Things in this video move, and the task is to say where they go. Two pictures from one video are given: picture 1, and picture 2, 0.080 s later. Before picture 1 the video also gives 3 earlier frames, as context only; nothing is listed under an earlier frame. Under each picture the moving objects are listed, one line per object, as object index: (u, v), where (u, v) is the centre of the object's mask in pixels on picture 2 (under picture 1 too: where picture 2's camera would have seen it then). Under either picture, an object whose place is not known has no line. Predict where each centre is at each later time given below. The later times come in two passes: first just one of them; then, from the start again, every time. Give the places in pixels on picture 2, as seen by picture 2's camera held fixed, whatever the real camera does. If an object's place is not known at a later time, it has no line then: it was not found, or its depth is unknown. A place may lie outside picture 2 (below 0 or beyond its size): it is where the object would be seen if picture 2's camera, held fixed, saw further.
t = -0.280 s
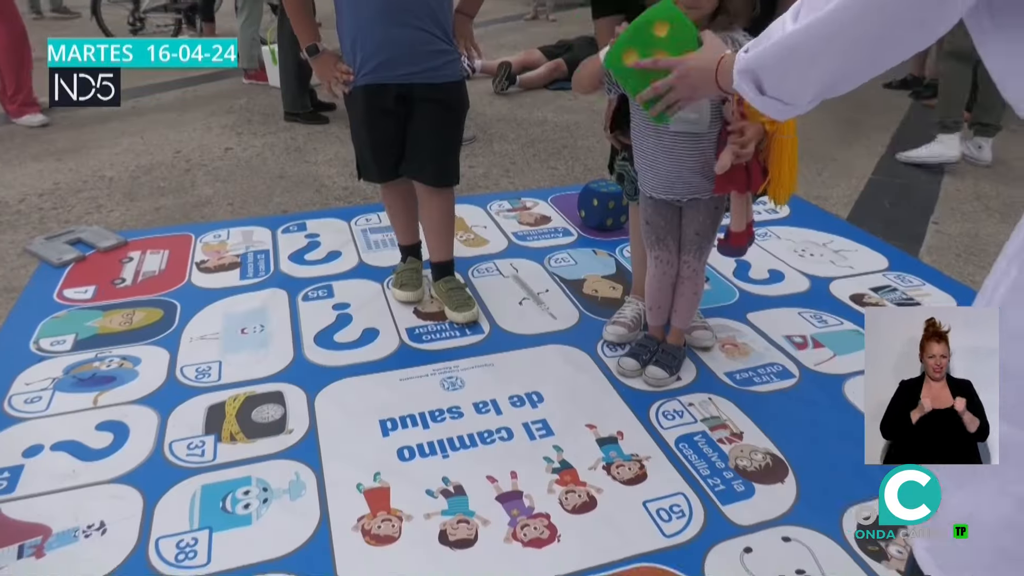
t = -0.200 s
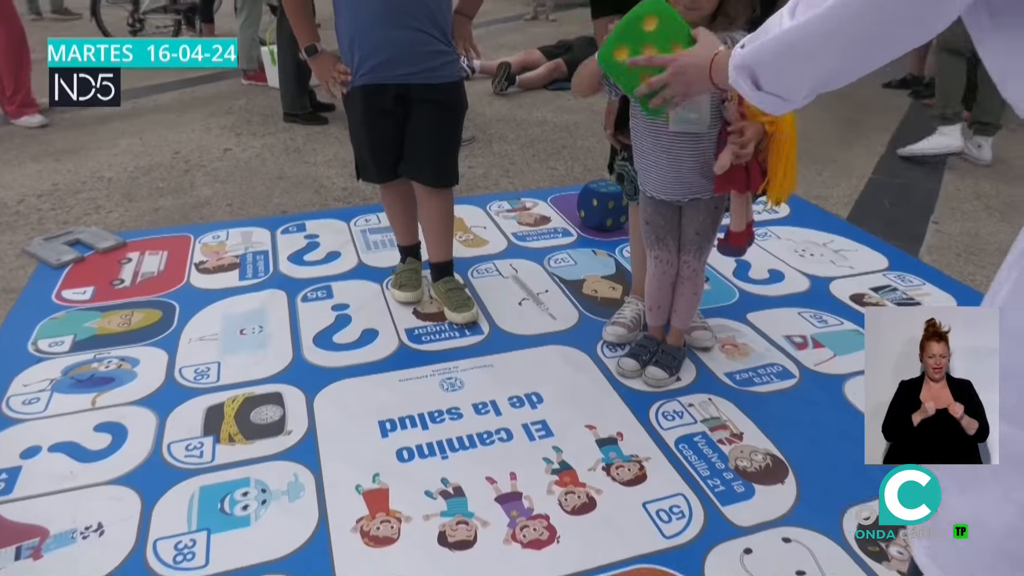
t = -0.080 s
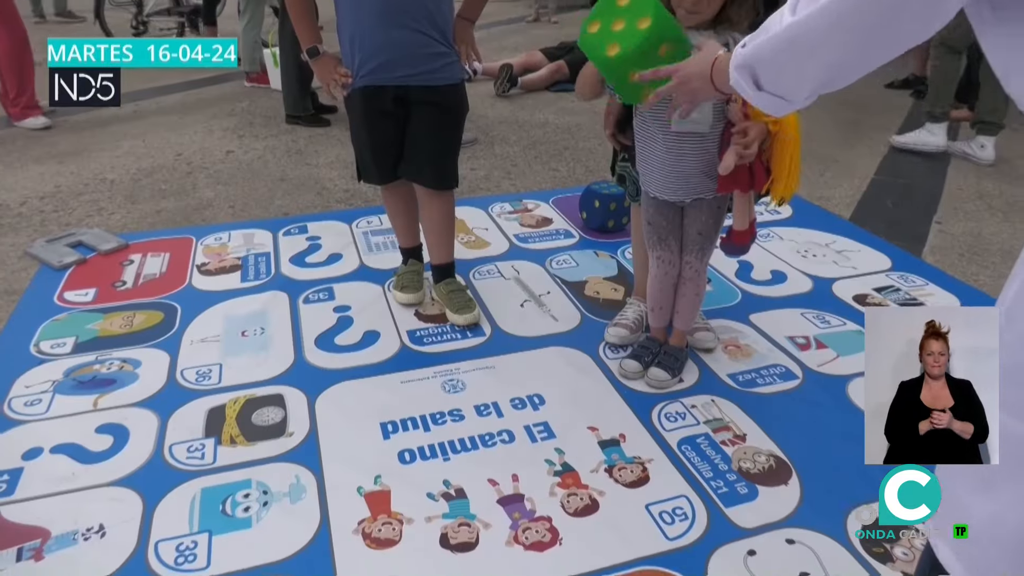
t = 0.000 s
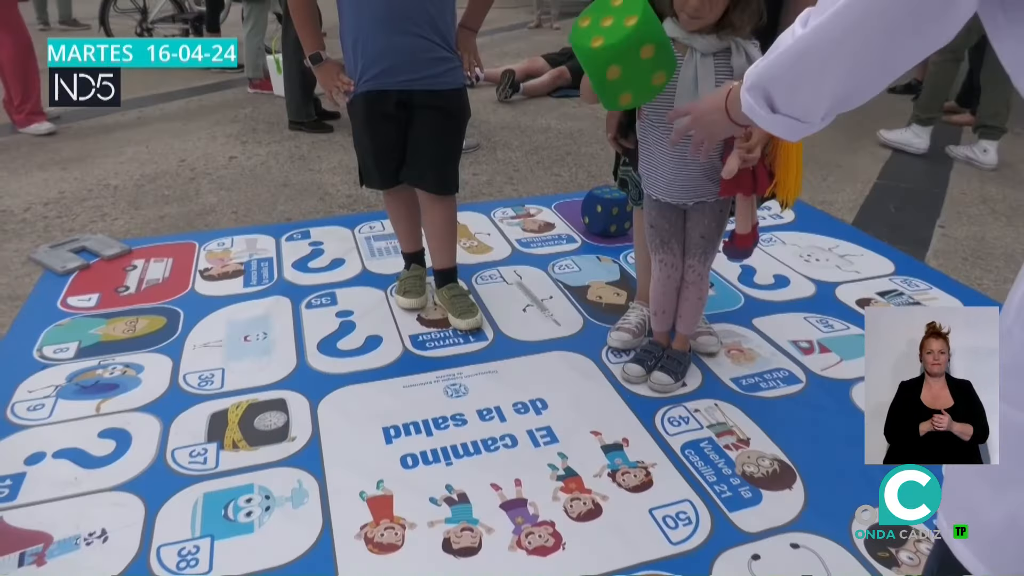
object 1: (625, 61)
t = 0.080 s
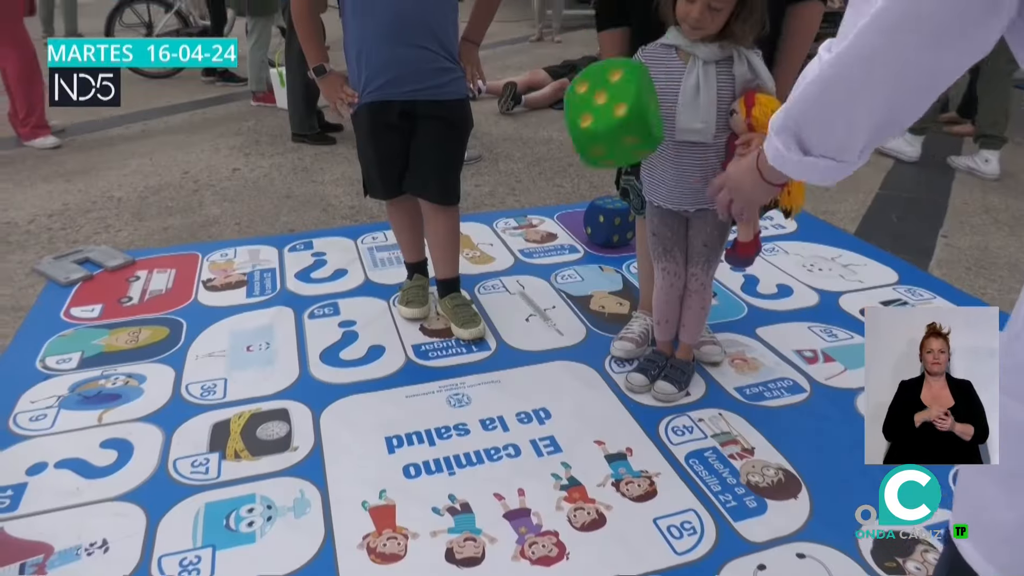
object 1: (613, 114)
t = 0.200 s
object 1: (592, 228)
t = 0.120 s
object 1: (608, 152)
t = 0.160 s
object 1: (601, 190)
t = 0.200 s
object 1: (592, 228)
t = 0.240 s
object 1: (585, 268)
